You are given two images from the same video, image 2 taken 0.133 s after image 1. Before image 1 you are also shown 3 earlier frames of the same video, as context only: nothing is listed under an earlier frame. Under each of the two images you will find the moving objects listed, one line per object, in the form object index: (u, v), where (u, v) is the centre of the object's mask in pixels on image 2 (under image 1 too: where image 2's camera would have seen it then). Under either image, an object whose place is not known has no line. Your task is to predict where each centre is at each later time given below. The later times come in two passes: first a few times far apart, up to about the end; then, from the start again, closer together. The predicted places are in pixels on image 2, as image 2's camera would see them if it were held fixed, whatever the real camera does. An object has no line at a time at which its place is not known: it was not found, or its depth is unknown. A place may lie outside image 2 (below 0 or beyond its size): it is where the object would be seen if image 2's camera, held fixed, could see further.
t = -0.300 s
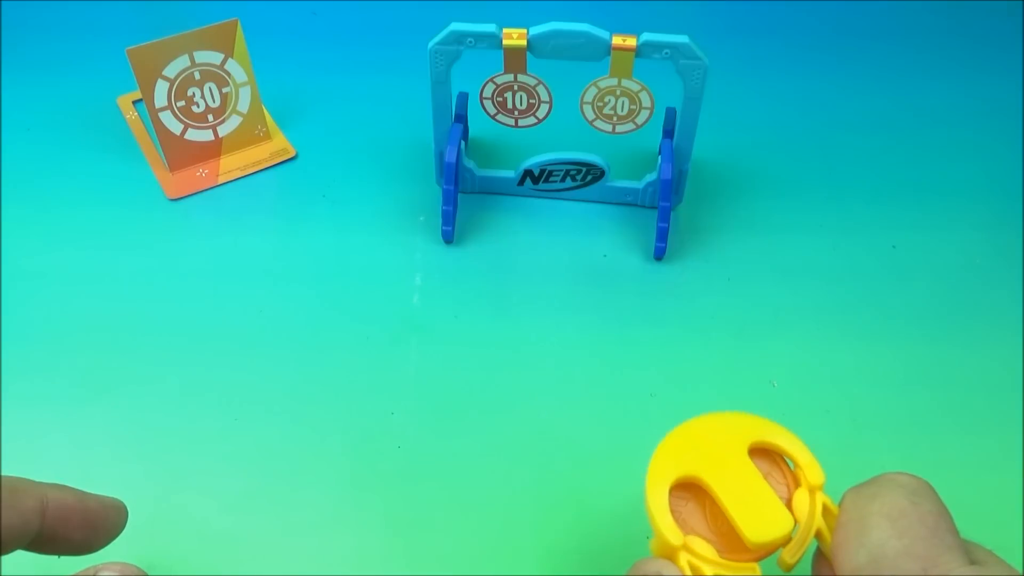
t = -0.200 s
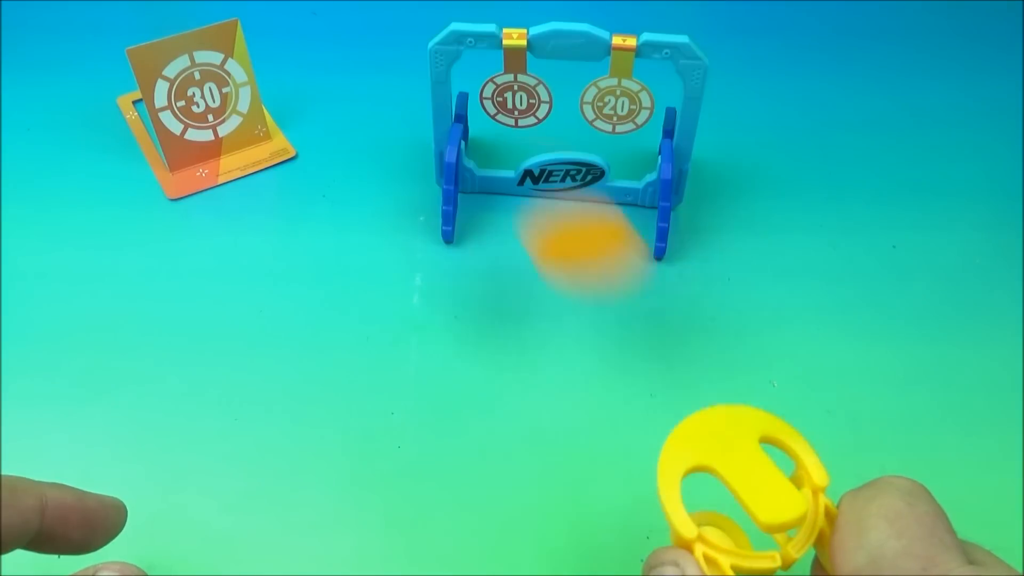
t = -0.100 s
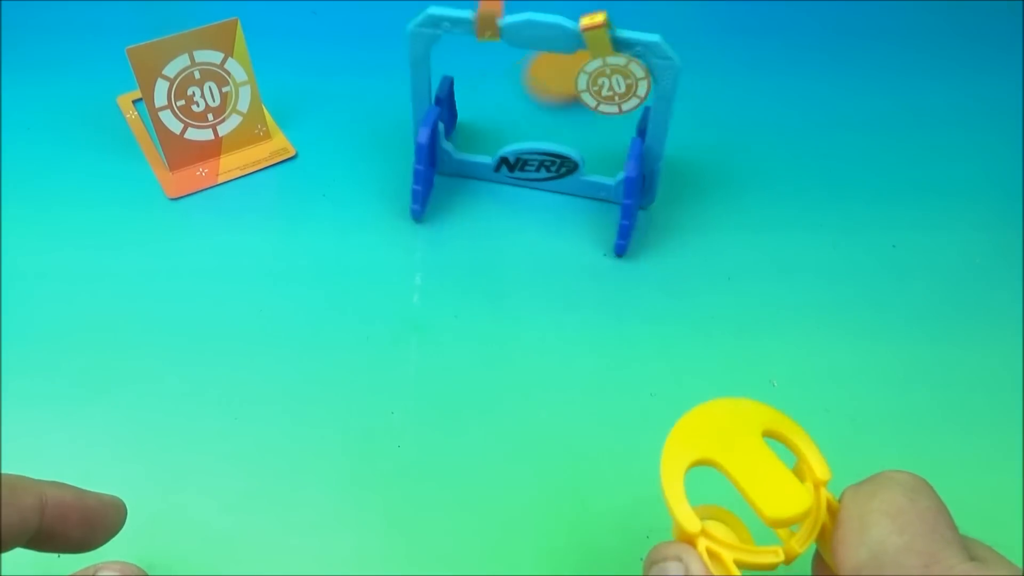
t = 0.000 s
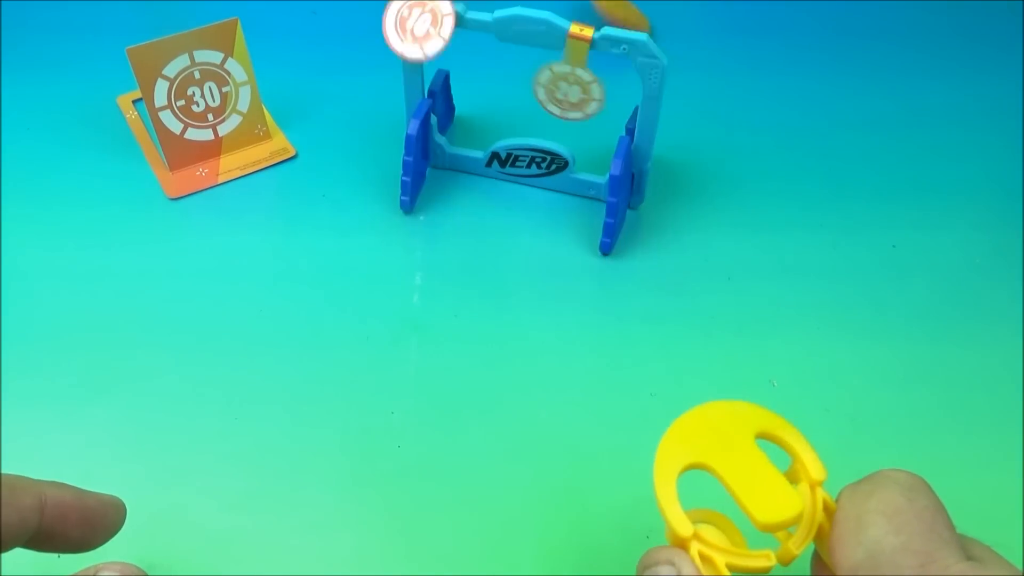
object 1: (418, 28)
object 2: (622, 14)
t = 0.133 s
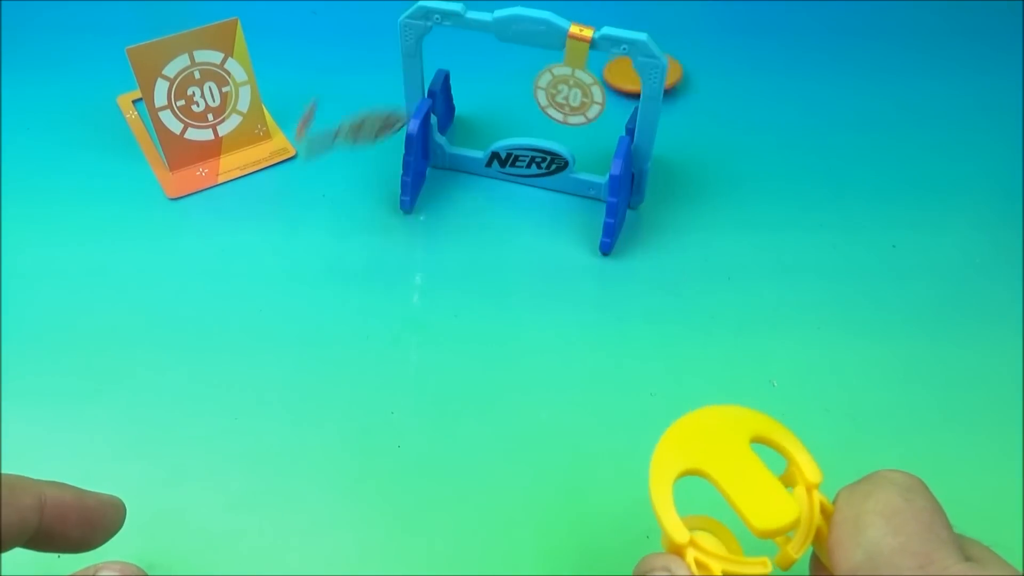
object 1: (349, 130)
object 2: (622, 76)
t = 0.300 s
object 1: (297, 259)
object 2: (674, 99)
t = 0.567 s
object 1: (296, 261)
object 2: (674, 102)
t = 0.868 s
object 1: (296, 261)
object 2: (675, 102)
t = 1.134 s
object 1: (296, 261)
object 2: (675, 101)
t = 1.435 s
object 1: (296, 261)
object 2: (675, 101)
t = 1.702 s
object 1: (296, 261)
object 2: (675, 101)
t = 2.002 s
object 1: (296, 261)
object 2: (675, 101)
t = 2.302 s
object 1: (296, 261)
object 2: (675, 101)
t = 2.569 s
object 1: (296, 261)
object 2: (675, 101)
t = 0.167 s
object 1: (326, 189)
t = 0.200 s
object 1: (315, 206)
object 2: (674, 94)
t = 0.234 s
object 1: (297, 232)
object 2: (674, 98)
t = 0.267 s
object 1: (303, 252)
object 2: (674, 99)
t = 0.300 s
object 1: (297, 259)
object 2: (674, 99)
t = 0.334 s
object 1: (296, 261)
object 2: (674, 98)
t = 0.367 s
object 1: (296, 261)
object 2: (675, 100)
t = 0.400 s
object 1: (296, 261)
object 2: (675, 100)
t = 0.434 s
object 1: (296, 261)
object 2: (675, 101)
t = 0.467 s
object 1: (296, 261)
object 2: (674, 102)
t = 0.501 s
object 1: (296, 261)
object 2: (674, 102)
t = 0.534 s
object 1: (296, 261)
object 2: (674, 102)
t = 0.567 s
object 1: (296, 261)
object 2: (674, 102)
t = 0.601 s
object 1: (296, 261)
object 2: (674, 102)
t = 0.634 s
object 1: (296, 261)
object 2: (674, 102)
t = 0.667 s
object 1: (296, 261)
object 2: (674, 102)
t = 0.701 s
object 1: (296, 261)
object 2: (674, 102)
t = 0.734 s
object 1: (296, 261)
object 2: (674, 102)
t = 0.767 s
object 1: (296, 261)
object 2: (674, 102)
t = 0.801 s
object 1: (296, 261)
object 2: (675, 102)
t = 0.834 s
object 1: (296, 261)
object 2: (675, 102)
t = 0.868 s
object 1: (296, 261)
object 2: (675, 102)
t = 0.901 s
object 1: (296, 261)
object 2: (675, 102)
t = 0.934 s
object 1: (296, 261)
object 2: (675, 102)
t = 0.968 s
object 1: (296, 261)
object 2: (675, 102)
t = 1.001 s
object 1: (296, 261)
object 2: (675, 102)
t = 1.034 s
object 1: (296, 261)
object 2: (675, 102)
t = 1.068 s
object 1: (296, 261)
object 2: (675, 102)
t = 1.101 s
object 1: (296, 261)
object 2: (674, 101)
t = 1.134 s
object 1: (296, 261)
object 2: (675, 101)
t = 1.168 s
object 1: (296, 261)
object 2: (675, 102)
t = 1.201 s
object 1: (296, 261)
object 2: (675, 101)
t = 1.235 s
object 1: (296, 261)
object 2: (675, 101)
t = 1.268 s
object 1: (296, 261)
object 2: (675, 101)
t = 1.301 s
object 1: (296, 261)
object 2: (675, 101)
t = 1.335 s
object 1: (296, 261)
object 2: (675, 101)
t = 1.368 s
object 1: (296, 261)
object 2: (675, 101)
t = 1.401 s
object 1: (296, 261)
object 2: (675, 101)
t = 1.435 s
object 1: (296, 261)
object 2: (675, 101)
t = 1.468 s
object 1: (296, 261)
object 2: (675, 101)
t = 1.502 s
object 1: (296, 261)
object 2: (675, 101)
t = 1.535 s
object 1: (296, 261)
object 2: (675, 101)
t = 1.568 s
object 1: (296, 261)
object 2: (675, 101)
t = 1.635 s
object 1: (296, 261)
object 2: (675, 101)
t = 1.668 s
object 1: (296, 261)
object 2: (675, 101)
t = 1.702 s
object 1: (296, 261)
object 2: (675, 101)
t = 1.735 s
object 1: (296, 261)
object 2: (675, 101)
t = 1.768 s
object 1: (296, 261)
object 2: (675, 101)
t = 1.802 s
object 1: (296, 261)
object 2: (675, 101)
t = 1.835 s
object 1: (296, 261)
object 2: (675, 101)
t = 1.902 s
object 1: (296, 261)
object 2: (675, 101)
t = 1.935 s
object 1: (296, 261)
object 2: (675, 101)
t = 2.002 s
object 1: (296, 261)
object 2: (675, 101)
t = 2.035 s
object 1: (296, 261)
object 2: (675, 101)
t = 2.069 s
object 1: (296, 261)
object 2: (675, 101)
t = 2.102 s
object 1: (296, 261)
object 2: (675, 101)
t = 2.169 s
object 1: (296, 261)
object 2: (675, 101)
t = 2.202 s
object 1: (296, 261)
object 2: (675, 101)
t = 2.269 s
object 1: (296, 261)
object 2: (675, 101)
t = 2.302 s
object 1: (296, 261)
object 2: (675, 101)
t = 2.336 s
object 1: (296, 261)
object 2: (675, 101)
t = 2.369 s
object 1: (296, 261)
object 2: (675, 101)
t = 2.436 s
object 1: (296, 261)
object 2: (675, 101)
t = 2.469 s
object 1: (296, 261)
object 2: (675, 101)
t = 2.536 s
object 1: (296, 261)
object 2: (675, 101)
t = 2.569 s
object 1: (296, 261)
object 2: (675, 101)
